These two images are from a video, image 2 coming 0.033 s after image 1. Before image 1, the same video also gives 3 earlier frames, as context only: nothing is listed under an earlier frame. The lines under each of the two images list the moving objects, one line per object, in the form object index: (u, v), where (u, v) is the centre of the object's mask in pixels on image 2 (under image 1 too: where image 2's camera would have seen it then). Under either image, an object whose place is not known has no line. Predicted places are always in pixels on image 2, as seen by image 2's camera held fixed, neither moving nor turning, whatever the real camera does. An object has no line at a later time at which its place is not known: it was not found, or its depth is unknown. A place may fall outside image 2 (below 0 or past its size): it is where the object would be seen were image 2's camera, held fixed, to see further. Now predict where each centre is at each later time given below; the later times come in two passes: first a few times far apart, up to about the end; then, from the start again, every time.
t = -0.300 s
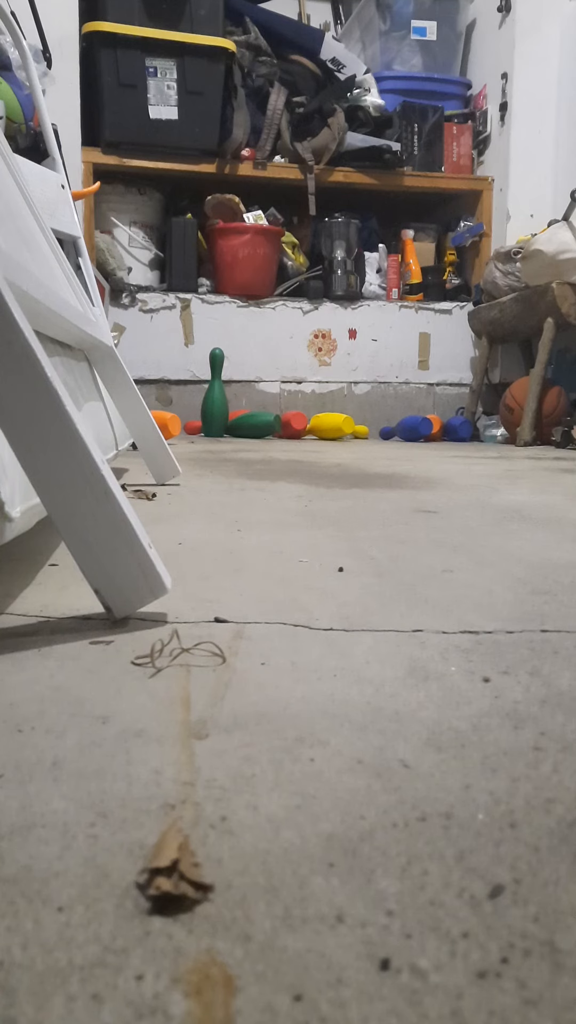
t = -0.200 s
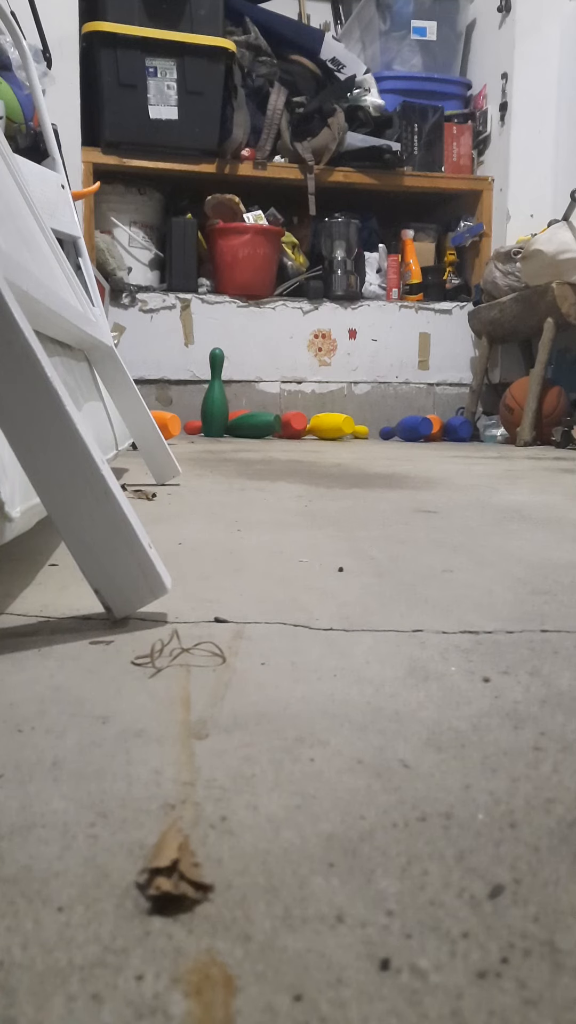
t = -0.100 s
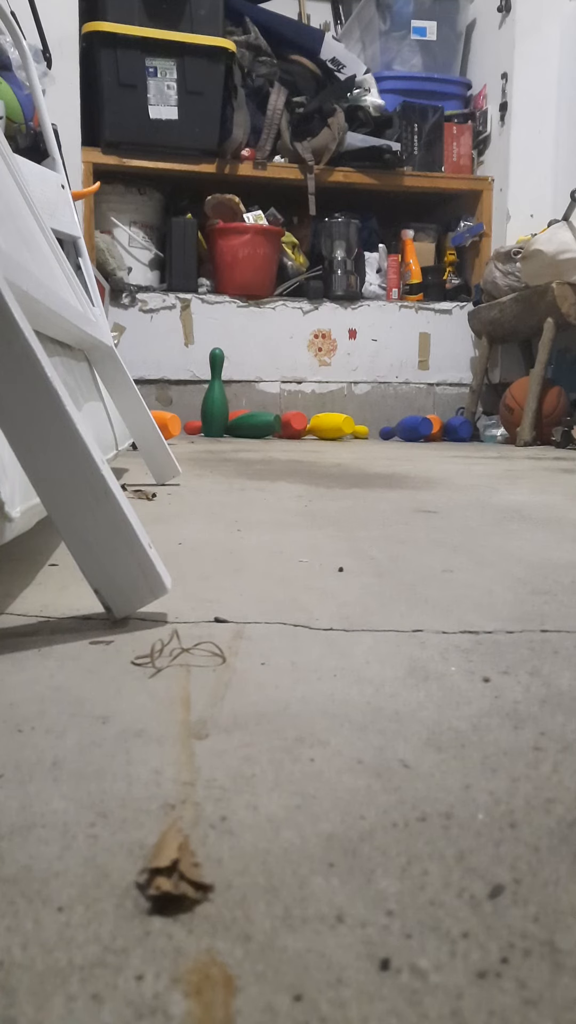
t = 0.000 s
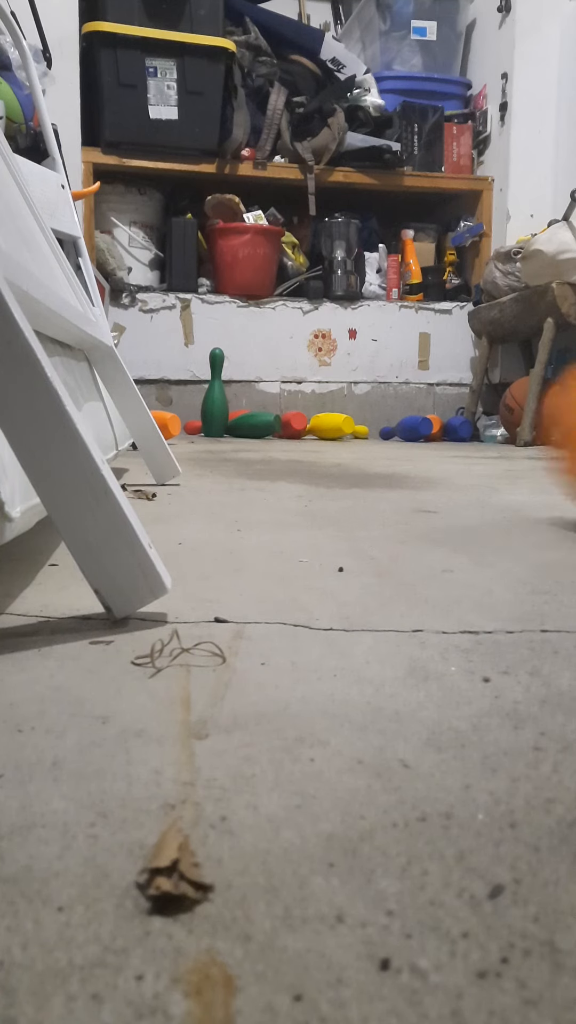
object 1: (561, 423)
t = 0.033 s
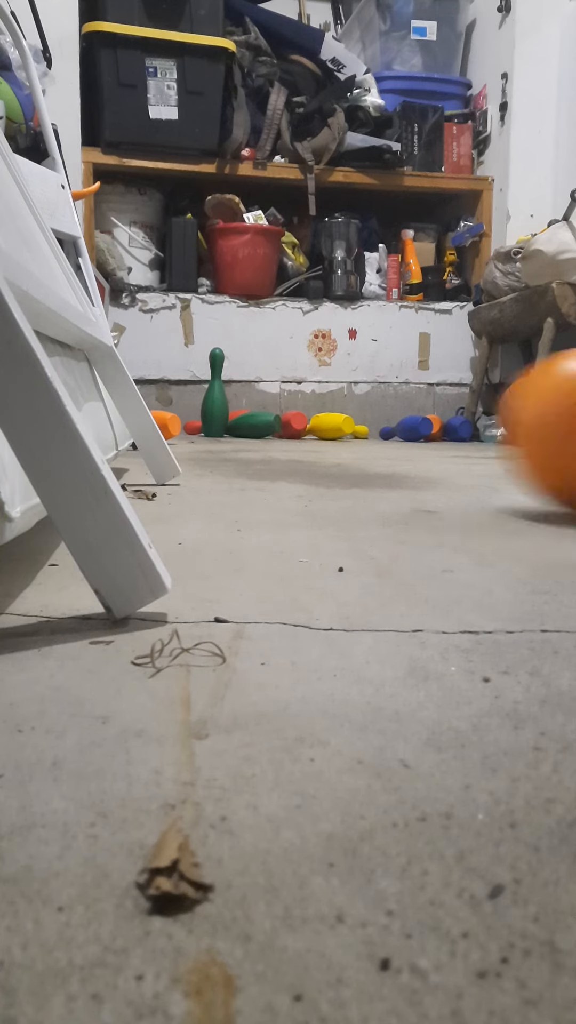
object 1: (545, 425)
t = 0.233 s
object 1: (399, 418)
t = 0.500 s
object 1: (282, 410)
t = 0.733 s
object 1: (236, 395)
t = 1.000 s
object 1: (219, 390)
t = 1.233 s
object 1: (196, 403)
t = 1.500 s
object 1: (184, 399)
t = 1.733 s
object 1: (184, 402)
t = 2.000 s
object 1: (196, 405)
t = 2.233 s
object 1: (214, 408)
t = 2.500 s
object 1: (242, 409)
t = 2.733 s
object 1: (270, 410)
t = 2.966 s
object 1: (299, 410)
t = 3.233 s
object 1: (331, 411)
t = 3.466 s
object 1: (359, 412)
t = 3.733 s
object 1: (392, 412)
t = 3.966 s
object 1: (424, 413)
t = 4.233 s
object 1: (461, 413)
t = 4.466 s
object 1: (493, 413)
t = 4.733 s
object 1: (505, 414)
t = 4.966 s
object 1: (505, 414)
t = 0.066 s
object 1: (527, 425)
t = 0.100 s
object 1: (508, 421)
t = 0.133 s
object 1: (478, 420)
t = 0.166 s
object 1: (448, 419)
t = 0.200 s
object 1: (421, 419)
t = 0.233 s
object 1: (399, 418)
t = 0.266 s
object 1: (379, 416)
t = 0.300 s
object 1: (360, 415)
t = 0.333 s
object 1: (344, 414)
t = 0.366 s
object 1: (328, 414)
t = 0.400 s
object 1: (315, 413)
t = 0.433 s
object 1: (303, 411)
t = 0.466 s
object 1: (292, 411)
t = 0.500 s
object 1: (282, 410)
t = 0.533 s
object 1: (273, 410)
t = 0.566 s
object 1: (264, 409)
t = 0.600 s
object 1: (256, 409)
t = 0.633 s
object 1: (249, 409)
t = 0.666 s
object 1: (242, 407)
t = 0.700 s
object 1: (237, 404)
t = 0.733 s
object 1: (236, 395)
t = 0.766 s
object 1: (235, 389)
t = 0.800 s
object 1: (233, 387)
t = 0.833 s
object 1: (232, 387)
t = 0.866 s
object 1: (229, 387)
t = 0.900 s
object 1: (225, 387)
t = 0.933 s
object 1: (221, 386)
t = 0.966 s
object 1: (220, 386)
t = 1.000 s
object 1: (219, 390)
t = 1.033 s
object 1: (217, 396)
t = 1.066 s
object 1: (213, 403)
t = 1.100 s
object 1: (209, 405)
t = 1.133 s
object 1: (205, 402)
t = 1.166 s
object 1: (201, 400)
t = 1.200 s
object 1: (198, 401)
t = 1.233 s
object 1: (196, 403)
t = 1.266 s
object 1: (194, 402)
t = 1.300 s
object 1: (192, 401)
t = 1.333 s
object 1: (191, 402)
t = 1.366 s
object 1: (189, 400)
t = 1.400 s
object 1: (187, 400)
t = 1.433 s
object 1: (186, 400)
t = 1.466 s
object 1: (184, 399)
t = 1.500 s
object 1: (184, 399)
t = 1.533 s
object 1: (183, 400)
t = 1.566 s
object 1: (183, 400)
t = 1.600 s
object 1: (183, 400)
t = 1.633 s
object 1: (183, 401)
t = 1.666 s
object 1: (183, 401)
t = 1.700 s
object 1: (183, 402)
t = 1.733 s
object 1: (184, 402)
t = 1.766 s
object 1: (184, 402)
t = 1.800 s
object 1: (184, 402)
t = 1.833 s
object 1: (185, 403)
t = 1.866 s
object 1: (187, 403)
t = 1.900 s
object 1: (189, 404)
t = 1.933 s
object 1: (191, 405)
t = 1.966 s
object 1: (193, 405)
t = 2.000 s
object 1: (196, 405)
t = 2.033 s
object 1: (198, 406)
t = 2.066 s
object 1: (200, 407)
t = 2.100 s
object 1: (203, 407)
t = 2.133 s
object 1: (205, 407)
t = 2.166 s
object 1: (208, 408)
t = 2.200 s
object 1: (211, 408)
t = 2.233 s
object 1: (214, 408)
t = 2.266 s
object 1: (217, 408)
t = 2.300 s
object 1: (220, 408)
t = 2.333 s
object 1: (224, 408)
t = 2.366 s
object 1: (228, 408)
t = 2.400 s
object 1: (232, 408)
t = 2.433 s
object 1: (235, 408)
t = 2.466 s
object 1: (239, 409)
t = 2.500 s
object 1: (242, 409)
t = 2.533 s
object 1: (246, 409)
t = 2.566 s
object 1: (250, 409)
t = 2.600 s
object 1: (254, 409)
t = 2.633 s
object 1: (258, 409)
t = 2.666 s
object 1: (262, 410)
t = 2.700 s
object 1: (266, 410)
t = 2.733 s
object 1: (270, 410)
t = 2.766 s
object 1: (274, 410)
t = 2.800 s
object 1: (278, 410)
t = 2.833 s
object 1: (283, 410)
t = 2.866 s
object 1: (287, 410)
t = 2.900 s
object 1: (291, 410)
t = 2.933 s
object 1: (295, 410)
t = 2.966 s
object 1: (299, 410)
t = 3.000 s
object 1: (303, 410)
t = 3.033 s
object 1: (307, 411)
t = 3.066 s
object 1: (311, 411)
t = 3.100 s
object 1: (315, 411)
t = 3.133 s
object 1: (319, 411)
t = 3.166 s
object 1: (323, 411)
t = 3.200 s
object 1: (327, 411)
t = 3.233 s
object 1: (331, 411)
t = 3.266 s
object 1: (335, 411)
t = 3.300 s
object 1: (339, 411)
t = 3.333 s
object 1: (343, 411)
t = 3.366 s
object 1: (347, 411)
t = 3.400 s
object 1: (351, 411)
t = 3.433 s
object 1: (355, 411)
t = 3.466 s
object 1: (359, 412)
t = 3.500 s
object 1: (363, 412)
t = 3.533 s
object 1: (367, 412)
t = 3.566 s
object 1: (371, 412)
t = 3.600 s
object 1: (376, 412)
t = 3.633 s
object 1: (380, 412)
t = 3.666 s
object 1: (384, 412)
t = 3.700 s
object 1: (388, 412)
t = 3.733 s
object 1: (392, 412)
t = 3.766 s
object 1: (397, 412)
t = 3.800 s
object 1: (401, 412)
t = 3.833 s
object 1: (406, 413)
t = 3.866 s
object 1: (411, 413)
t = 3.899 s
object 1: (414, 413)
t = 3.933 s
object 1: (419, 413)
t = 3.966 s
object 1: (424, 413)
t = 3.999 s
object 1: (429, 413)
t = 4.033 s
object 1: (433, 413)
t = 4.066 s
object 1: (438, 413)
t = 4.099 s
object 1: (443, 413)
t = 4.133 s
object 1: (448, 413)
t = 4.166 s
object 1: (452, 413)
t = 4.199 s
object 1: (457, 413)
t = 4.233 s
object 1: (461, 413)
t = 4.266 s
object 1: (466, 413)
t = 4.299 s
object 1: (470, 413)
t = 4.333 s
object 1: (475, 413)
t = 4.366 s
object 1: (479, 413)
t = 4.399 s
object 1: (484, 413)
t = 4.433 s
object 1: (488, 413)
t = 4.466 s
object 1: (493, 413)
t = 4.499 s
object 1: (497, 413)
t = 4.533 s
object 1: (502, 414)
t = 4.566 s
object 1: (506, 413)
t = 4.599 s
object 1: (506, 413)
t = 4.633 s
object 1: (505, 414)
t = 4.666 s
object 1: (505, 413)
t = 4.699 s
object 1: (506, 414)
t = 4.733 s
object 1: (505, 414)
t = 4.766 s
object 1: (505, 414)
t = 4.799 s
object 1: (505, 414)
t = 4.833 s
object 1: (505, 414)
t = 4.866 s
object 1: (505, 414)
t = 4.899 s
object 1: (505, 414)
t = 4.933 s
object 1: (505, 414)
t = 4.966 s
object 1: (505, 414)
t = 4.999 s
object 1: (505, 414)
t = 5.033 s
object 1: (505, 414)
